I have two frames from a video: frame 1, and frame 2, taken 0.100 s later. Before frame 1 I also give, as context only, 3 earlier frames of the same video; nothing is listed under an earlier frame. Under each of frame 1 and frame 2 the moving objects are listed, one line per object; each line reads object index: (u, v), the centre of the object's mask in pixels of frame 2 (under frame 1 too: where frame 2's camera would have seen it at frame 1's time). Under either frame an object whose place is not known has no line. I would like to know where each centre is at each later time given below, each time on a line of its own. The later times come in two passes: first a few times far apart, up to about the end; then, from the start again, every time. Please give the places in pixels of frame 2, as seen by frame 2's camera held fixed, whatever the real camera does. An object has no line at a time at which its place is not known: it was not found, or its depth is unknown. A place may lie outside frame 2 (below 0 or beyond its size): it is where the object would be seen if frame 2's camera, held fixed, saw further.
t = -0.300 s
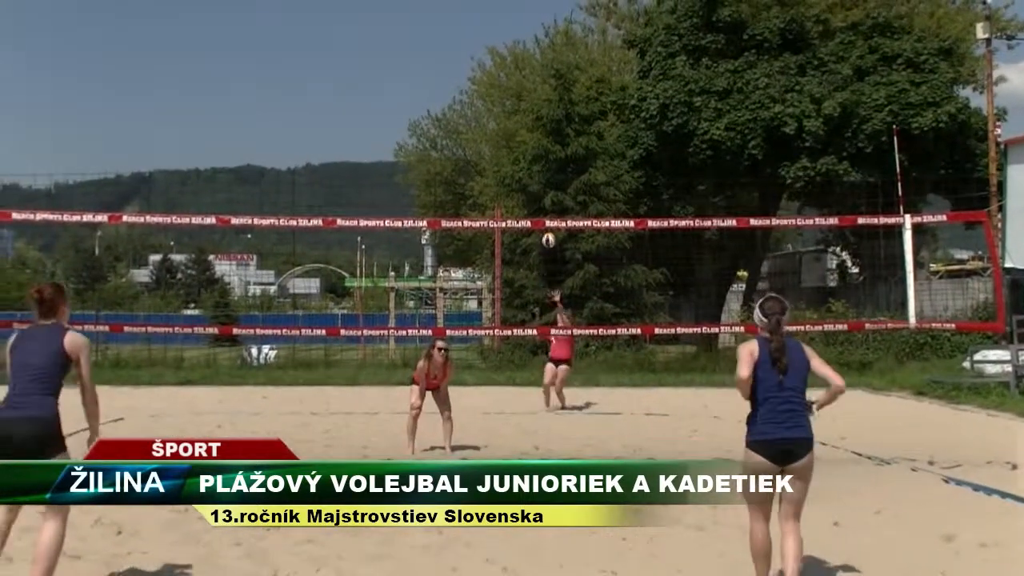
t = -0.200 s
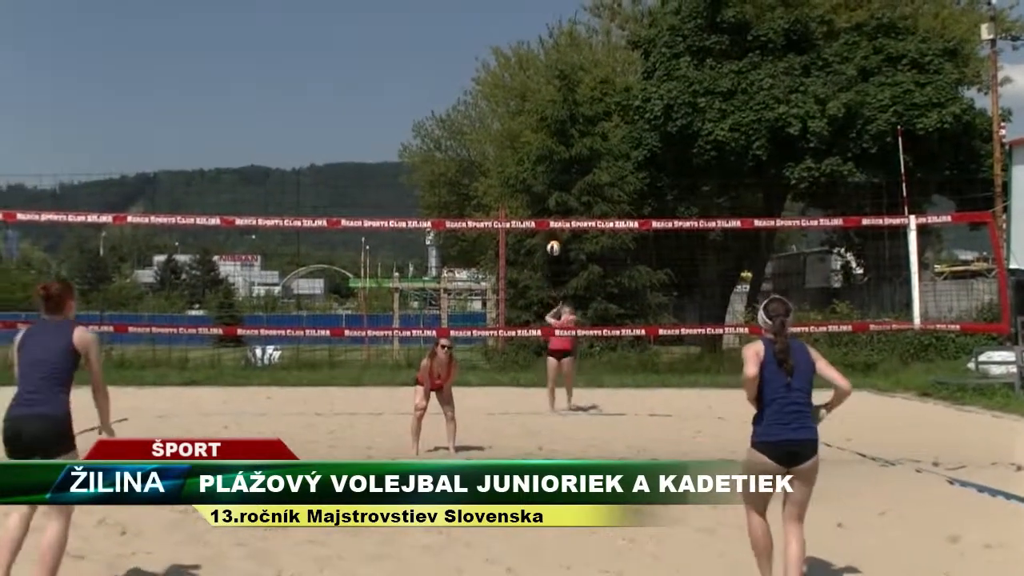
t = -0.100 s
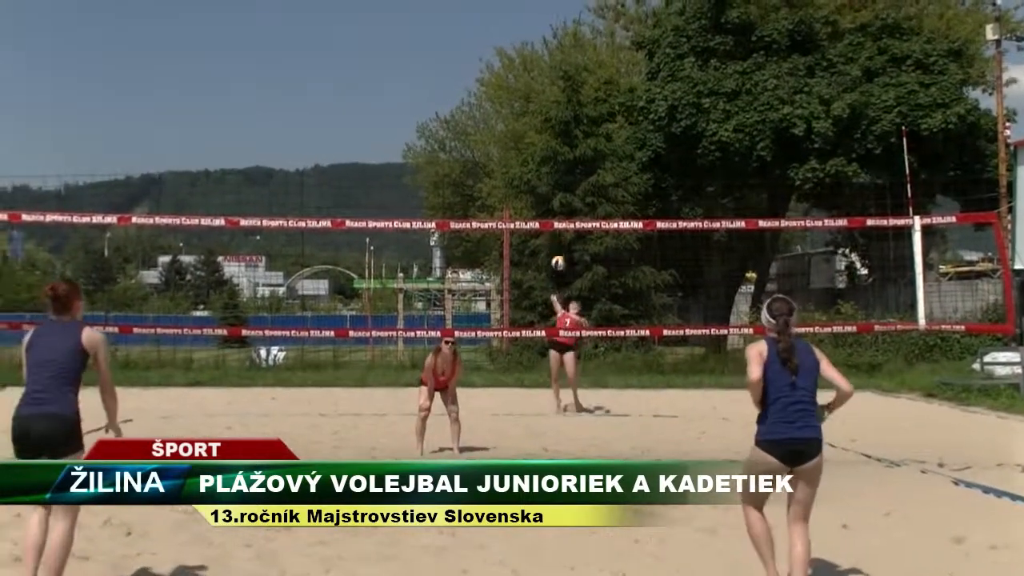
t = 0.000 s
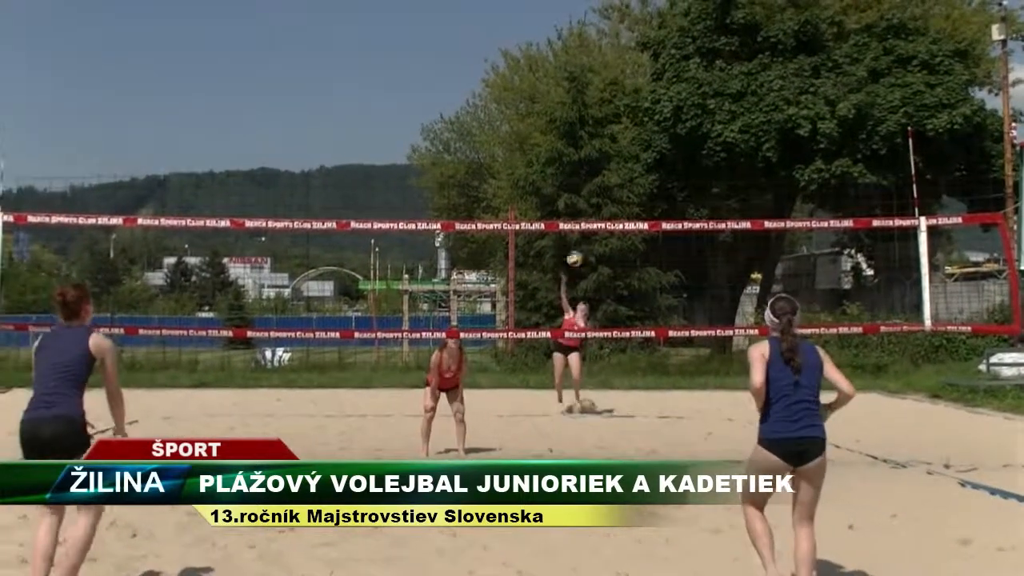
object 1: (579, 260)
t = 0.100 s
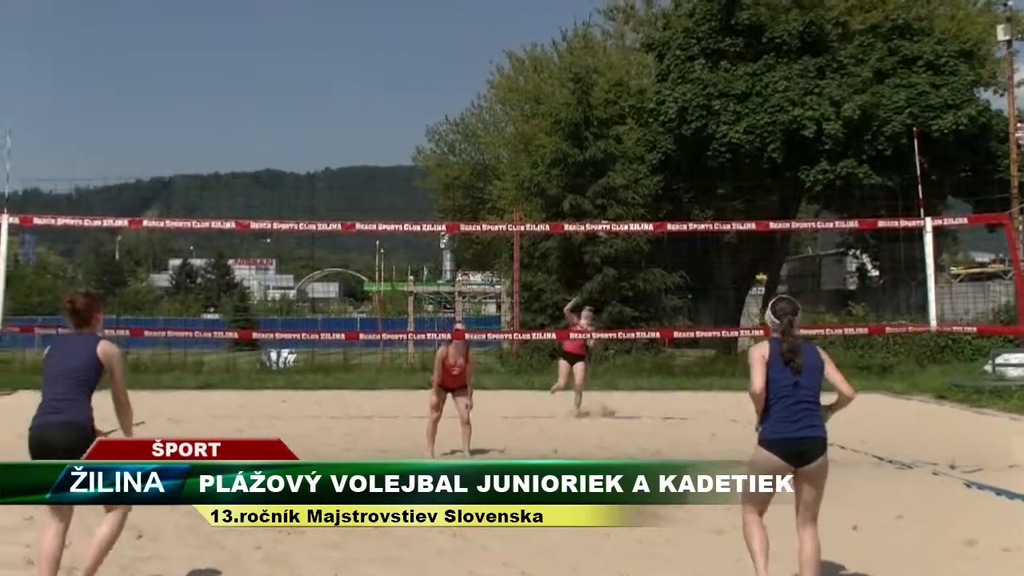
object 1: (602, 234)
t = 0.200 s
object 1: (632, 199)
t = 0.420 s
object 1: (708, 155)
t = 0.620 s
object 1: (793, 147)
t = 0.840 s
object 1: (925, 193)
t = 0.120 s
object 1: (608, 219)
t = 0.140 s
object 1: (614, 216)
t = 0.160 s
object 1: (621, 212)
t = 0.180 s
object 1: (626, 206)
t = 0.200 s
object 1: (632, 199)
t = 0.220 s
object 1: (639, 195)
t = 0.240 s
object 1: (646, 190)
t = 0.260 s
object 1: (651, 186)
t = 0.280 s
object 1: (657, 182)
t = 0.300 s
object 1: (664, 177)
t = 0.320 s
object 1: (671, 173)
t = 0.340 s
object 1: (679, 169)
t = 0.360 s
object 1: (685, 165)
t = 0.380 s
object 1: (693, 161)
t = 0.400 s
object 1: (700, 158)
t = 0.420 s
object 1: (708, 155)
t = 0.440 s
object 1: (716, 153)
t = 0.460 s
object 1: (723, 151)
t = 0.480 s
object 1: (731, 149)
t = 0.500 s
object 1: (740, 147)
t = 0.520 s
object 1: (748, 147)
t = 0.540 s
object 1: (756, 146)
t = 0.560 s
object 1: (765, 146)
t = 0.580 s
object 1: (774, 146)
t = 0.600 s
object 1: (782, 148)
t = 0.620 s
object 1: (793, 147)
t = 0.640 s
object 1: (803, 149)
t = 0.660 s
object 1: (813, 151)
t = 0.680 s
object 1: (825, 153)
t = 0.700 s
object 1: (835, 155)
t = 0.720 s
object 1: (847, 159)
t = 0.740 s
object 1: (859, 162)
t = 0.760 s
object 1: (871, 167)
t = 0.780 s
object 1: (884, 172)
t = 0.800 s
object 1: (897, 179)
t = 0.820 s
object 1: (911, 186)
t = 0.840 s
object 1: (925, 193)
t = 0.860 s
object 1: (940, 202)
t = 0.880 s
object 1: (955, 211)
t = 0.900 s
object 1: (971, 222)
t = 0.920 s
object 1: (988, 233)
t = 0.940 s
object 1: (1006, 245)
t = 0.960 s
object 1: (1022, 260)
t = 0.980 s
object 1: (1040, 276)
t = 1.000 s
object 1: (1058, 292)
